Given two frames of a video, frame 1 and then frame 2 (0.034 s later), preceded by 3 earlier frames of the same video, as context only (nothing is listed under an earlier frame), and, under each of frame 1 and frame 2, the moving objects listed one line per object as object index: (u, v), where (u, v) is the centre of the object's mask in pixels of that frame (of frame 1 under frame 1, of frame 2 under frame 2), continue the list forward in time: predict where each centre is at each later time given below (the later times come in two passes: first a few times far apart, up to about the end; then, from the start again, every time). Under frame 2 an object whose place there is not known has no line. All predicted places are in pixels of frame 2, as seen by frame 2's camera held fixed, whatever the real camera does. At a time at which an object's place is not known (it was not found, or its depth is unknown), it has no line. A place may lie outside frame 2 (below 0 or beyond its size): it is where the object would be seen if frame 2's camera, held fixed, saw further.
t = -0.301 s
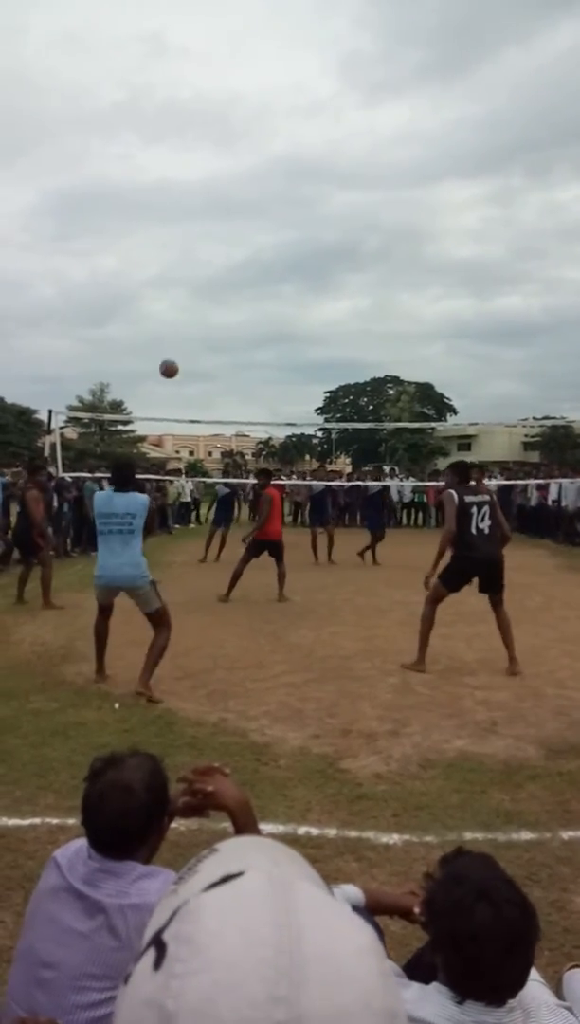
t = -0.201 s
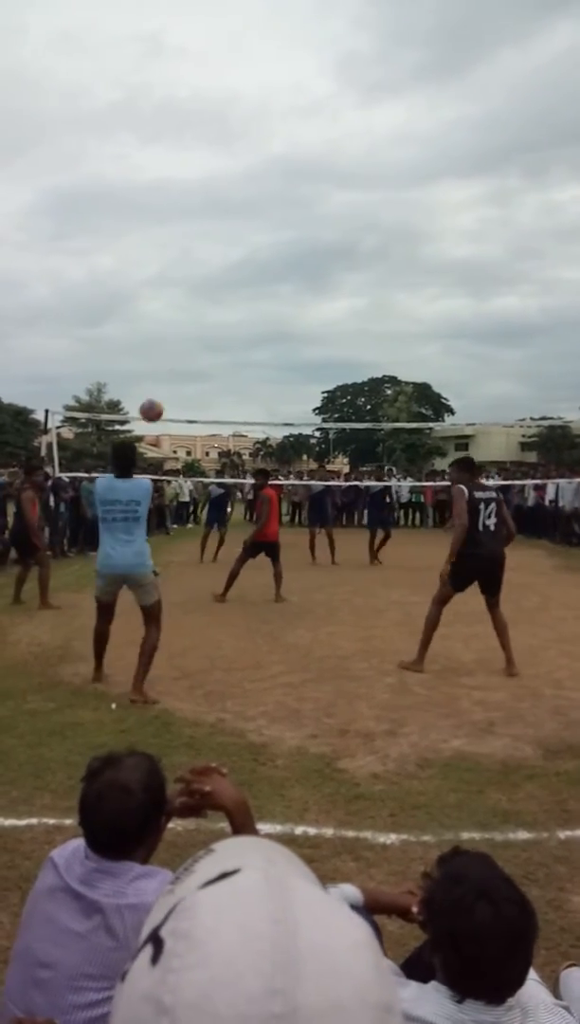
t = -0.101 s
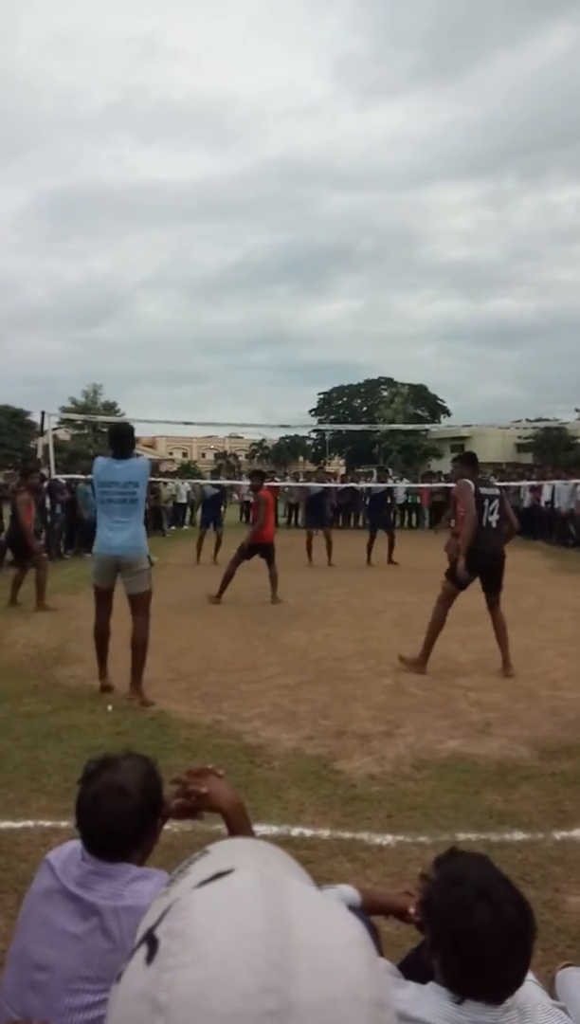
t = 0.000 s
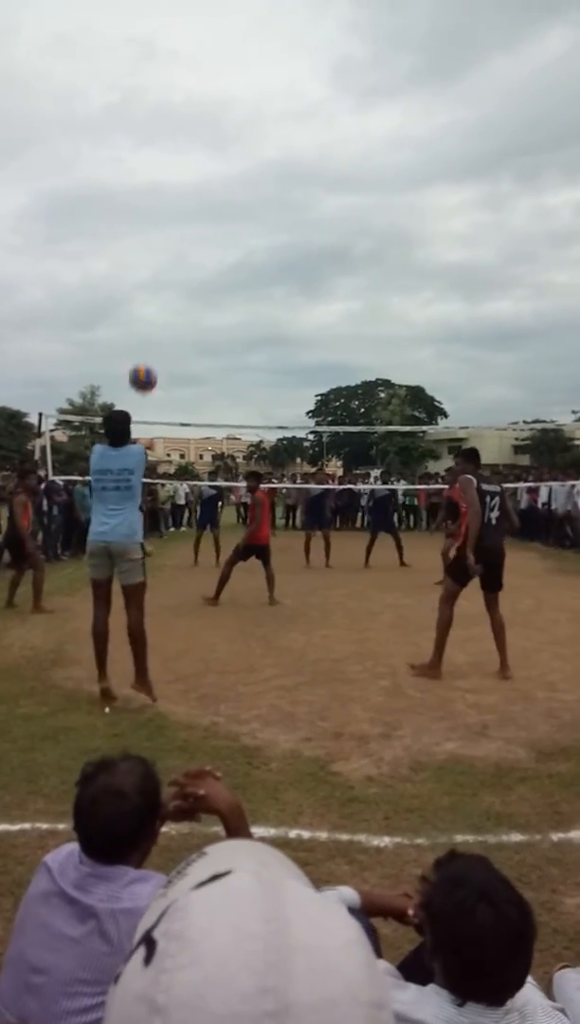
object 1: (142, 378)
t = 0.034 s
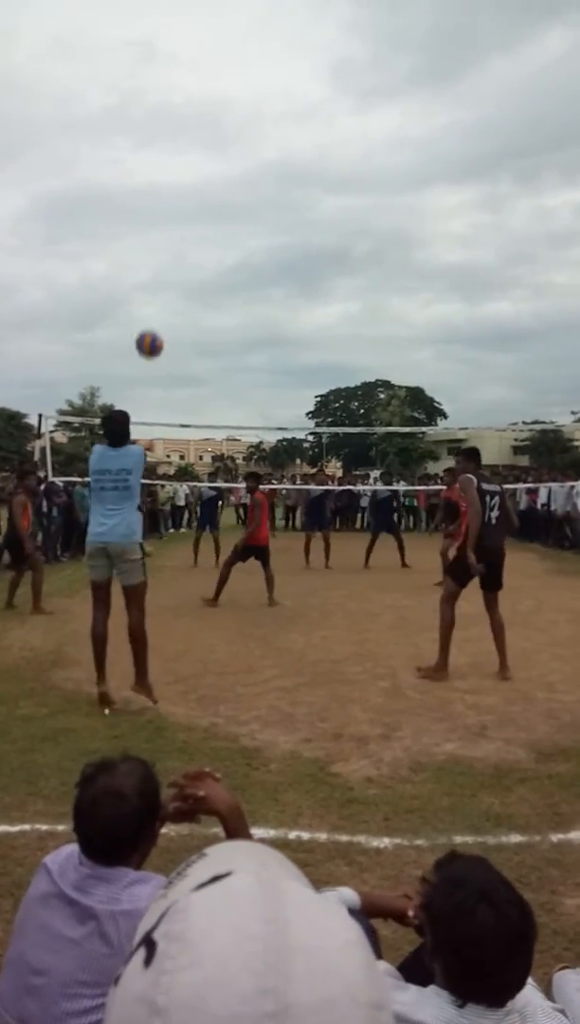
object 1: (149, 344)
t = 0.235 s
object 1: (187, 174)
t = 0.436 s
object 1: (219, 70)
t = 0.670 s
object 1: (255, 16)
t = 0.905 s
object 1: (288, 24)
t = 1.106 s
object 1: (313, 74)
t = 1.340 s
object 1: (337, 171)
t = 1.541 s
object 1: (353, 276)
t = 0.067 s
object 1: (155, 311)
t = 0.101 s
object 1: (162, 278)
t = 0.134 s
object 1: (169, 249)
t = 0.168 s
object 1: (175, 222)
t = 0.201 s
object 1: (181, 197)
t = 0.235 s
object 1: (187, 174)
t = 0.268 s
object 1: (193, 152)
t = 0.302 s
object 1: (198, 132)
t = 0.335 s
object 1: (204, 114)
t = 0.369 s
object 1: (209, 98)
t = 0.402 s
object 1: (215, 84)
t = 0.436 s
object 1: (219, 70)
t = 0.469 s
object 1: (225, 59)
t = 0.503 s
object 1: (231, 49)
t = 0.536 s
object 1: (235, 39)
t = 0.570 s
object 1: (240, 32)
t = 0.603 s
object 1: (245, 26)
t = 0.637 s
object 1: (250, 22)
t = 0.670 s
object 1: (255, 16)
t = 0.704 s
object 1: (260, 14)
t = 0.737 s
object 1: (265, 14)
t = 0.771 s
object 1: (269, 14)
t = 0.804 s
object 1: (274, 15)
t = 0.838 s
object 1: (278, 18)
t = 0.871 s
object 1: (283, 21)
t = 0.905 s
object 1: (288, 24)
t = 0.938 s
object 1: (292, 31)
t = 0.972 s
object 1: (296, 38)
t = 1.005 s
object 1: (300, 45)
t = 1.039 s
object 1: (304, 53)
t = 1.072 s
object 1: (308, 63)
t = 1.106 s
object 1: (313, 74)
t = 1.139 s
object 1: (316, 86)
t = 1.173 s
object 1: (321, 99)
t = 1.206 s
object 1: (323, 112)
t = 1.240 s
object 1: (327, 125)
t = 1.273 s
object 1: (331, 140)
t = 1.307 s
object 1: (334, 155)
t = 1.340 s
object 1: (337, 171)
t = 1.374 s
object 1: (339, 188)
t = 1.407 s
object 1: (343, 204)
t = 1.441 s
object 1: (345, 222)
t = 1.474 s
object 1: (348, 239)
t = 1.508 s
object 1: (351, 258)
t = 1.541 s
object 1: (353, 276)
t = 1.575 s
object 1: (356, 296)
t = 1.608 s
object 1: (358, 315)
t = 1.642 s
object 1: (361, 335)
